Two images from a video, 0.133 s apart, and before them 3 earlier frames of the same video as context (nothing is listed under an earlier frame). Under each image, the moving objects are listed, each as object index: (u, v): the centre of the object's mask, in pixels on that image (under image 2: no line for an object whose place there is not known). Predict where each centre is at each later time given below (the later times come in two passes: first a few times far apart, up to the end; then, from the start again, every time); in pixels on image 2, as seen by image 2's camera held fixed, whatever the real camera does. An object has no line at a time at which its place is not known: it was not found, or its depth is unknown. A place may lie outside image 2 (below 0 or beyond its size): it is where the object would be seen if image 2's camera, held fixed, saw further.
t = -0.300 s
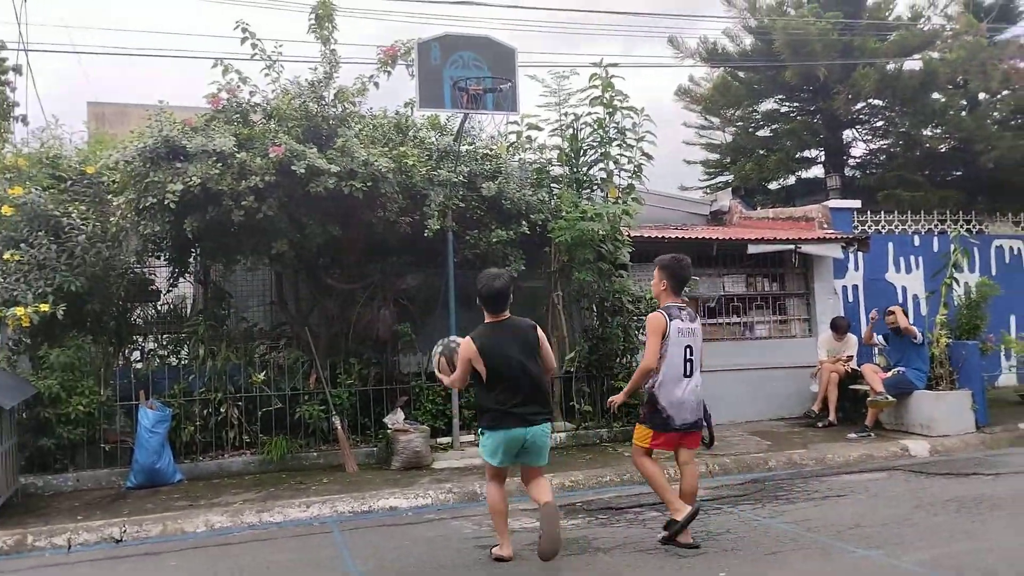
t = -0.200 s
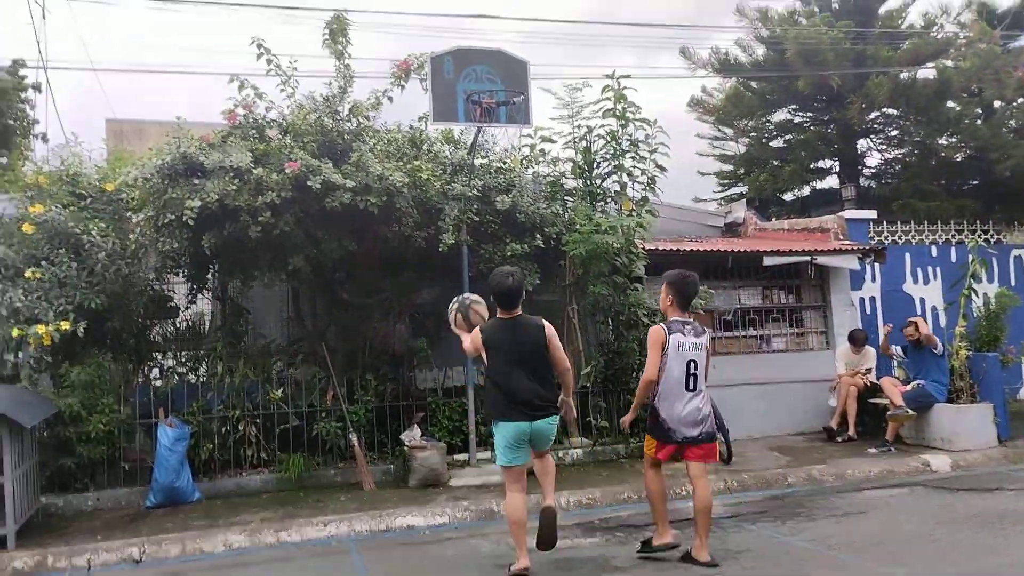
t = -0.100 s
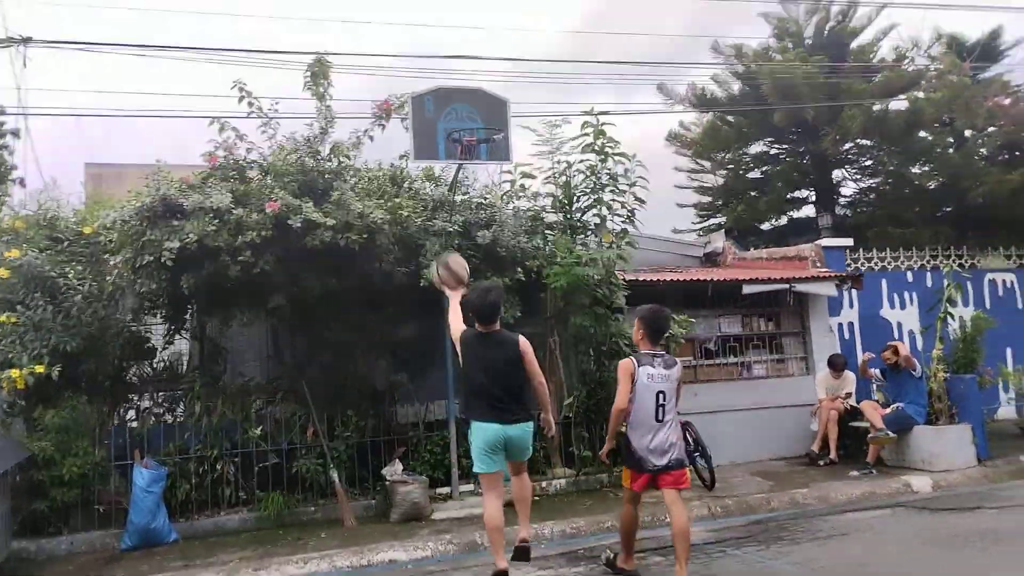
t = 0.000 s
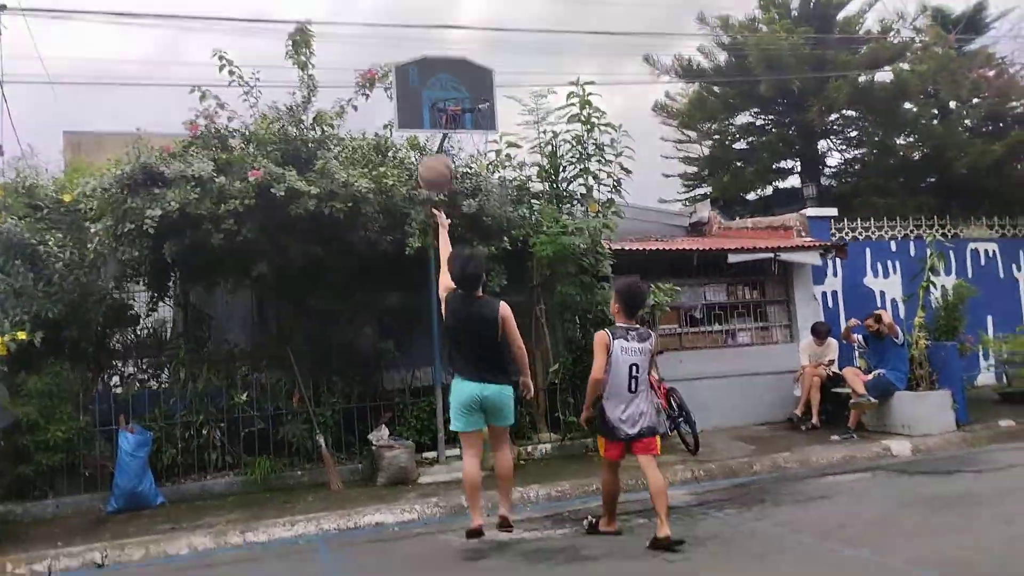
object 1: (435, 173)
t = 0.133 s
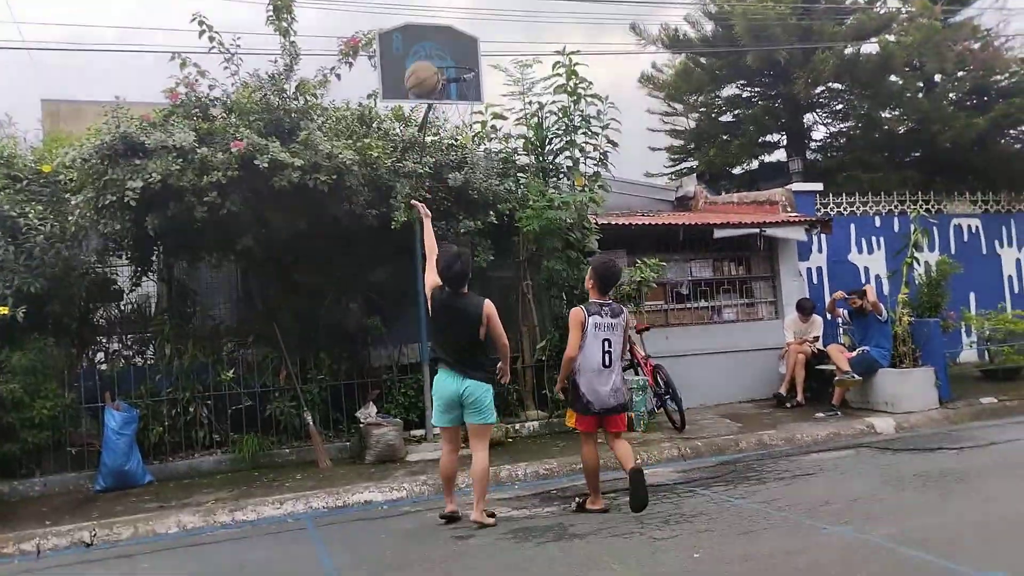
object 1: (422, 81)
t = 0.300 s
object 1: (424, 36)
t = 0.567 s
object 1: (436, 48)
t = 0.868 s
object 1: (454, 166)
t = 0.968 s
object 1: (458, 224)
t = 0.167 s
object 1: (423, 67)
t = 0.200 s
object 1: (422, 57)
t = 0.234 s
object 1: (422, 48)
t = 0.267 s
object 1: (424, 41)
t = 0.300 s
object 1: (424, 36)
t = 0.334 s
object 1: (426, 32)
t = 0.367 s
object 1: (429, 31)
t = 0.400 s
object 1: (431, 31)
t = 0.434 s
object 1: (432, 32)
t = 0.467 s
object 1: (433, 34)
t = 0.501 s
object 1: (434, 38)
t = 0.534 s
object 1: (435, 43)
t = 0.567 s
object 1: (436, 48)
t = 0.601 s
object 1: (438, 54)
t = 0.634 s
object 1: (439, 67)
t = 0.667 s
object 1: (440, 80)
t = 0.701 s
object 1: (443, 90)
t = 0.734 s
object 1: (445, 104)
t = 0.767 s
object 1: (447, 119)
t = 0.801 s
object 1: (449, 134)
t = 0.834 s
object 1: (451, 148)
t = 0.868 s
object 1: (454, 166)
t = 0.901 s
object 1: (456, 182)
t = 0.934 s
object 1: (457, 204)
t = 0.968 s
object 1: (458, 224)
